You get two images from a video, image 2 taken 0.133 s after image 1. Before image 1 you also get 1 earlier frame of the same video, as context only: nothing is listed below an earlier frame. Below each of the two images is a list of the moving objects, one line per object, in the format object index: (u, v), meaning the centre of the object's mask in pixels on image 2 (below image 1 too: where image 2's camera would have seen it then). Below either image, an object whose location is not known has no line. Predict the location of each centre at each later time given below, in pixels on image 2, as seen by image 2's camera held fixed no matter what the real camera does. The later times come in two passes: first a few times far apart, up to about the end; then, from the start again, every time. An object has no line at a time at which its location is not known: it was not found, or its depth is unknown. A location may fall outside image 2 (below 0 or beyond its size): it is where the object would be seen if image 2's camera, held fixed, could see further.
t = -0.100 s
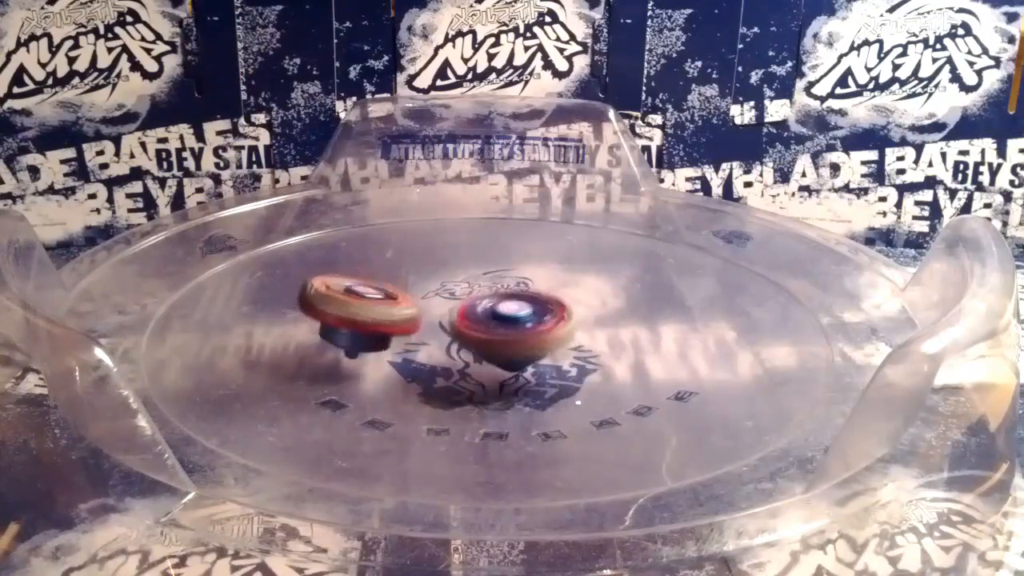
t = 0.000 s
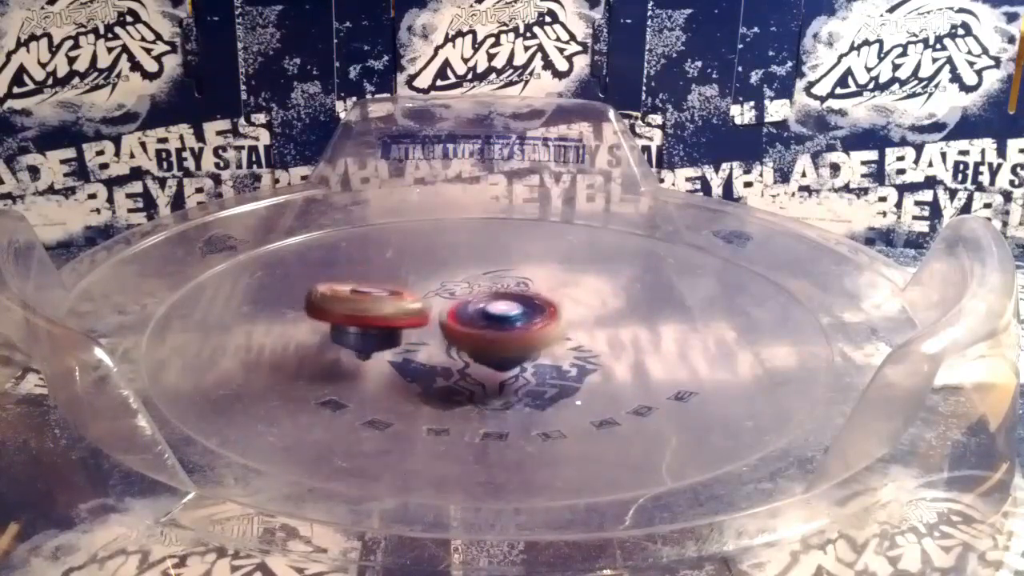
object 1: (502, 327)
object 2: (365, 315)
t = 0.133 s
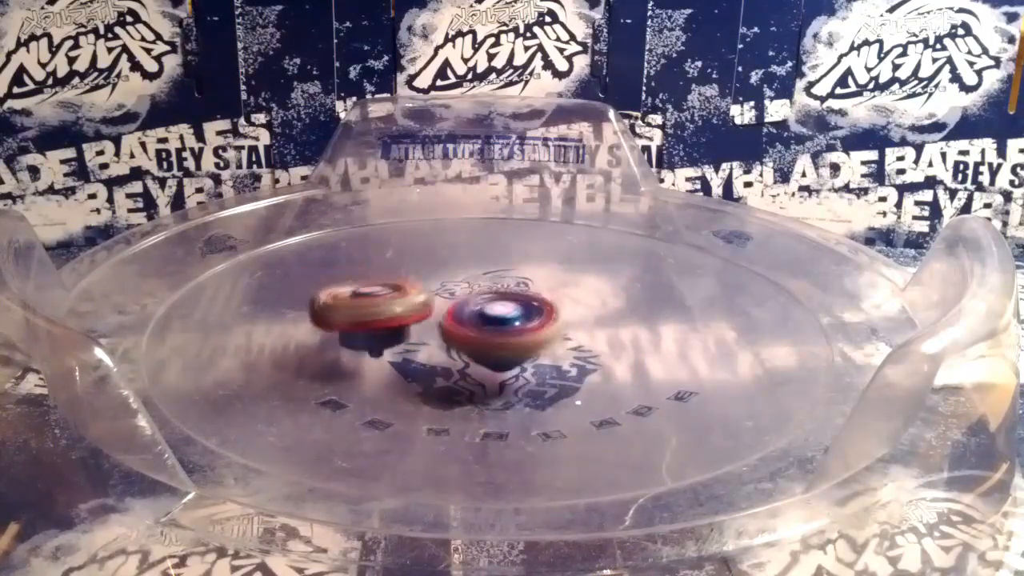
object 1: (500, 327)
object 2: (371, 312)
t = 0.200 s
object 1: (510, 328)
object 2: (371, 309)
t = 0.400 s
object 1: (517, 327)
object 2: (379, 304)
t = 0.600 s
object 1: (507, 328)
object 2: (387, 298)
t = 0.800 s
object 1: (563, 325)
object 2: (378, 293)
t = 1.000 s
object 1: (551, 315)
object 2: (387, 294)
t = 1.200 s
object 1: (502, 333)
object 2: (394, 296)
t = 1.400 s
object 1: (516, 354)
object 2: (405, 295)
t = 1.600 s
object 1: (530, 353)
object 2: (415, 289)
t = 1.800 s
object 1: (495, 338)
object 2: (417, 282)
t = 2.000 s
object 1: (477, 345)
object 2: (423, 279)
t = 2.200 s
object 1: (472, 343)
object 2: (430, 281)
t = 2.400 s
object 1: (484, 344)
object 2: (438, 279)
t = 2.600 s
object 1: (505, 338)
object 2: (449, 275)
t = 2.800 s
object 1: (514, 335)
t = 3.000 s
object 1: (524, 335)
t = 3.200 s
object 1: (507, 331)
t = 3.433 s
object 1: (471, 336)
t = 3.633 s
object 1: (459, 338)
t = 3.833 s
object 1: (465, 337)
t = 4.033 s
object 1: (480, 352)
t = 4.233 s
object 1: (506, 348)
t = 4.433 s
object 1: (501, 342)
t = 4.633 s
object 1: (510, 355)
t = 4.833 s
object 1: (504, 347)
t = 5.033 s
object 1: (461, 334)
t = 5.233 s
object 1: (426, 336)
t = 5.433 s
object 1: (451, 337)
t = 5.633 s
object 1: (461, 354)
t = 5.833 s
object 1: (505, 356)
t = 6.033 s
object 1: (483, 337)
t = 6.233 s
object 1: (444, 337)
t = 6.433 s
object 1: (440, 340)
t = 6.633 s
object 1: (466, 337)
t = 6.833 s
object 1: (459, 337)
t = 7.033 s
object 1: (443, 337)
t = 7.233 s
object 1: (455, 334)
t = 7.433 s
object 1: (451, 331)
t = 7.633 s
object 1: (439, 330)
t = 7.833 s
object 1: (443, 329)
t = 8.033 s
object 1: (440, 326)
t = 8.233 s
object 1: (441, 321)
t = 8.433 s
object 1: (439, 317)
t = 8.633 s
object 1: (443, 312)
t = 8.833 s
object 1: (434, 307)
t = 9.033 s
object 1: (458, 312)
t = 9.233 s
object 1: (467, 301)
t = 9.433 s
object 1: (471, 301)
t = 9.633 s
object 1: (476, 307)
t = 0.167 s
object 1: (505, 328)
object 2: (368, 311)
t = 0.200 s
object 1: (510, 328)
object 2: (371, 309)
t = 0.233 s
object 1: (512, 328)
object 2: (374, 309)
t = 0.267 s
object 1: (514, 328)
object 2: (374, 308)
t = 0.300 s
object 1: (516, 328)
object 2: (376, 307)
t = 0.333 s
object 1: (517, 327)
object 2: (377, 306)
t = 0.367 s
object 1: (518, 327)
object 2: (378, 305)
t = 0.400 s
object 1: (517, 327)
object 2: (379, 304)
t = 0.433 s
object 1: (516, 327)
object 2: (381, 303)
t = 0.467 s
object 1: (514, 327)
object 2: (382, 302)
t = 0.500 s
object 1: (513, 327)
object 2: (383, 301)
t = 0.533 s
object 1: (511, 327)
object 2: (385, 300)
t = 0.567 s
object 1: (509, 328)
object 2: (386, 299)
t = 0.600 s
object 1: (507, 328)
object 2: (387, 298)
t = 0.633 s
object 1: (504, 329)
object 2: (387, 297)
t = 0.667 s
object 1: (511, 329)
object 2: (380, 295)
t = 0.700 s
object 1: (528, 331)
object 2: (373, 293)
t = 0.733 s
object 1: (541, 330)
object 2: (373, 293)
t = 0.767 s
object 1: (552, 328)
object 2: (376, 293)
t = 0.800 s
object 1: (563, 325)
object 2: (378, 293)
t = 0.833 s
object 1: (569, 323)
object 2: (380, 293)
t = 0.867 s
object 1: (570, 320)
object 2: (381, 293)
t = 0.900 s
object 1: (569, 318)
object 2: (382, 293)
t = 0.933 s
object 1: (564, 316)
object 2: (383, 293)
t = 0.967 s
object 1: (558, 314)
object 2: (385, 293)
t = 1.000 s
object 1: (551, 315)
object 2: (387, 294)
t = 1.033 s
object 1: (539, 314)
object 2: (388, 295)
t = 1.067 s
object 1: (529, 315)
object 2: (390, 295)
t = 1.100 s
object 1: (517, 319)
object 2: (391, 296)
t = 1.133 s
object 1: (507, 324)
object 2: (391, 296)
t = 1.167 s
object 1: (505, 328)
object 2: (390, 295)
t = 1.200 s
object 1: (502, 333)
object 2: (394, 296)
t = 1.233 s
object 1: (501, 337)
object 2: (397, 296)
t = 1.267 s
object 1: (501, 341)
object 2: (398, 295)
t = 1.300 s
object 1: (501, 346)
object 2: (400, 296)
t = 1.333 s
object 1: (504, 348)
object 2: (402, 296)
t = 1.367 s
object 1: (510, 352)
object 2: (403, 295)
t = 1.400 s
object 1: (516, 354)
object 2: (405, 295)
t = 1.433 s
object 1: (522, 355)
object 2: (407, 294)
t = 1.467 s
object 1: (526, 357)
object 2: (409, 293)
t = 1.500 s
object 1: (528, 356)
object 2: (410, 292)
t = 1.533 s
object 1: (530, 355)
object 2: (412, 291)
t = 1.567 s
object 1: (531, 354)
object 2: (413, 290)
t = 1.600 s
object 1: (530, 353)
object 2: (415, 289)
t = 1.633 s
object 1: (528, 351)
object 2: (416, 289)
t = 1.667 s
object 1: (521, 344)
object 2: (418, 288)
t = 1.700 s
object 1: (515, 341)
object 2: (419, 288)
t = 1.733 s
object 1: (507, 338)
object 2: (419, 287)
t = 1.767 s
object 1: (500, 337)
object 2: (419, 286)
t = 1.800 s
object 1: (495, 338)
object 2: (417, 282)
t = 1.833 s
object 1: (490, 339)
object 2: (415, 281)
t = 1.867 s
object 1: (486, 341)
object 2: (415, 281)
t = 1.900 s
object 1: (484, 342)
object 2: (417, 280)
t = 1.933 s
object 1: (481, 343)
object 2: (419, 279)
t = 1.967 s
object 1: (478, 343)
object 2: (420, 278)
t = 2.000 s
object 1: (477, 345)
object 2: (423, 279)
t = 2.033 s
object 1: (474, 344)
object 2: (424, 278)
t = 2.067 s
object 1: (474, 345)
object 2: (425, 279)
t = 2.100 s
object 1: (473, 344)
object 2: (426, 279)
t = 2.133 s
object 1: (472, 344)
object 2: (428, 280)
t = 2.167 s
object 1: (472, 344)
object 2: (429, 280)
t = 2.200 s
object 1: (472, 343)
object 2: (430, 281)
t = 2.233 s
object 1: (471, 342)
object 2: (432, 281)
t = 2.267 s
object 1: (472, 342)
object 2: (433, 282)
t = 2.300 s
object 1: (472, 340)
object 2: (435, 282)
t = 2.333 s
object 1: (474, 342)
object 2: (439, 280)
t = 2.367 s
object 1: (479, 344)
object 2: (438, 279)
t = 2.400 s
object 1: (484, 344)
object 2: (438, 279)
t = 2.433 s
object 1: (488, 345)
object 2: (440, 279)
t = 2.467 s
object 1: (492, 344)
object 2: (443, 278)
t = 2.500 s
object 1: (496, 344)
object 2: (444, 278)
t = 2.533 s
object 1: (499, 341)
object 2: (446, 277)
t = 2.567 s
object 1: (503, 340)
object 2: (448, 276)
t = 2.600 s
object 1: (505, 338)
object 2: (449, 275)
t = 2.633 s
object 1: (505, 335)
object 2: (451, 274)
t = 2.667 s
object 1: (506, 333)
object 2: (453, 273)
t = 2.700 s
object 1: (505, 330)
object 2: (454, 271)
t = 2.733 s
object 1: (507, 332)
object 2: (451, 269)
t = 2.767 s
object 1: (512, 334)
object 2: (448, 268)
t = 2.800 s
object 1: (514, 335)
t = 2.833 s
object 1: (519, 336)
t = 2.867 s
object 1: (521, 336)
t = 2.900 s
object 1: (523, 336)
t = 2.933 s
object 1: (525, 336)
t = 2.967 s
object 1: (525, 336)
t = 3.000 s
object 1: (524, 335)
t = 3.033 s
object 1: (524, 335)
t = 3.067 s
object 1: (521, 334)
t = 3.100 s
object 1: (520, 333)
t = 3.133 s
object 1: (517, 333)
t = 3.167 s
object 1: (511, 332)
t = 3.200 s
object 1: (507, 331)
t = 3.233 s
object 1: (503, 331)
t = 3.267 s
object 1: (498, 331)
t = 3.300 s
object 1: (494, 333)
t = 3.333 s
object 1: (488, 334)
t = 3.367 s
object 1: (483, 334)
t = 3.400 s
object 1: (476, 334)
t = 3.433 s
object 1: (471, 336)
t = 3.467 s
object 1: (467, 336)
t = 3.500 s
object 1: (464, 338)
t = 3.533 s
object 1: (462, 338)
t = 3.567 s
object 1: (460, 338)
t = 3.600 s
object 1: (459, 338)
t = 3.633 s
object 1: (459, 338)
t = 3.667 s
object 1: (459, 339)
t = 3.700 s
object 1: (460, 339)
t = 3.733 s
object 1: (460, 339)
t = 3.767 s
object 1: (461, 339)
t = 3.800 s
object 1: (464, 338)
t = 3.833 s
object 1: (465, 337)
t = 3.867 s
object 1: (468, 336)
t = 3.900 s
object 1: (469, 338)
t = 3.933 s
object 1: (469, 341)
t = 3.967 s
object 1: (474, 346)
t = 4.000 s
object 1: (475, 348)
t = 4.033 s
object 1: (480, 352)
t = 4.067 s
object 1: (484, 352)
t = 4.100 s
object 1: (490, 354)
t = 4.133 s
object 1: (495, 353)
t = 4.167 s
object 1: (500, 352)
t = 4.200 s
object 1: (503, 350)
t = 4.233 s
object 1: (506, 348)
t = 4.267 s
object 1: (507, 344)
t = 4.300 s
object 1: (507, 341)
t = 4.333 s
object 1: (504, 337)
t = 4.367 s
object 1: (502, 335)
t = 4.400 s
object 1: (501, 339)
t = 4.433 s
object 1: (501, 342)
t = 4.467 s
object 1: (503, 346)
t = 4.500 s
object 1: (503, 350)
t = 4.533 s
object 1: (506, 353)
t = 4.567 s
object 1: (507, 354)
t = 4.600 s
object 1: (509, 356)
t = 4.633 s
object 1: (510, 355)
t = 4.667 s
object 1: (510, 356)
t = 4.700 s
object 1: (512, 355)
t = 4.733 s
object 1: (511, 354)
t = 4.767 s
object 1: (510, 353)
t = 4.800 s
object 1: (508, 351)
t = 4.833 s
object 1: (504, 347)
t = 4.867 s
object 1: (500, 344)
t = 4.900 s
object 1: (495, 342)
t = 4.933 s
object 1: (489, 340)
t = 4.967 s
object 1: (482, 338)
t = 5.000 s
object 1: (473, 335)
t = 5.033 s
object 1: (461, 334)
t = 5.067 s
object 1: (450, 331)
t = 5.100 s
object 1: (441, 332)
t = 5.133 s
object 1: (433, 331)
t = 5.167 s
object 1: (430, 332)
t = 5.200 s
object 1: (427, 332)
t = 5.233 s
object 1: (426, 336)
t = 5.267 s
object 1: (426, 334)
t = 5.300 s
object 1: (429, 339)
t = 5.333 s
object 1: (432, 339)
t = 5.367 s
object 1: (437, 340)
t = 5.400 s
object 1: (443, 341)
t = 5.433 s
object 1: (451, 337)
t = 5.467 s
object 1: (458, 337)
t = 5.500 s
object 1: (466, 336)
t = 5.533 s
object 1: (465, 339)
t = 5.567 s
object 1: (459, 346)
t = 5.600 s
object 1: (458, 350)
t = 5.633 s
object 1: (461, 354)
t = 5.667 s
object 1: (466, 359)
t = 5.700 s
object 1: (474, 361)
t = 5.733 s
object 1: (483, 362)
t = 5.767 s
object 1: (491, 362)
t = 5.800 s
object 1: (500, 361)
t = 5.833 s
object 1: (505, 356)
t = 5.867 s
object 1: (509, 352)
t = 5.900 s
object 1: (507, 346)
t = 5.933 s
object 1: (505, 343)
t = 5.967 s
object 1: (497, 339)
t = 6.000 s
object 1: (491, 338)
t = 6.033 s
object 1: (483, 337)
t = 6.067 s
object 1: (477, 336)
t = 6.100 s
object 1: (469, 336)
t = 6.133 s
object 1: (462, 336)
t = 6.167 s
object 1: (455, 335)
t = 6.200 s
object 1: (449, 336)
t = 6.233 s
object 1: (444, 337)
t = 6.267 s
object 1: (441, 337)
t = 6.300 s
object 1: (439, 337)
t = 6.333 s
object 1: (437, 338)
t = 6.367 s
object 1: (437, 338)
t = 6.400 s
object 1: (437, 339)
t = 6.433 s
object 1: (440, 340)
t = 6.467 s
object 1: (441, 339)
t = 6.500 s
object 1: (445, 340)
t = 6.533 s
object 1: (450, 338)
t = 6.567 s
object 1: (455, 338)
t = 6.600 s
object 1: (461, 338)
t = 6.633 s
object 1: (466, 337)
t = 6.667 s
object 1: (461, 337)
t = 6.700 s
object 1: (460, 337)
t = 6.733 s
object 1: (459, 338)
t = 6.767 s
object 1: (458, 337)
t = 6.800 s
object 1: (458, 337)
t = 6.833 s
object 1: (459, 337)
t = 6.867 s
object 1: (460, 336)
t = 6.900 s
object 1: (452, 336)
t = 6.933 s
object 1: (446, 338)
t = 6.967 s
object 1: (445, 339)
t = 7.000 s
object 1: (443, 337)
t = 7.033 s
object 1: (443, 337)
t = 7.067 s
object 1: (443, 337)
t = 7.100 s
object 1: (444, 336)
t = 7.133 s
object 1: (448, 337)
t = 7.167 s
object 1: (449, 335)
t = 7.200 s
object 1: (452, 335)
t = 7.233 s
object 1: (455, 334)
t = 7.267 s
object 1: (459, 333)
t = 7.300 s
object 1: (464, 332)
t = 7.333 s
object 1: (464, 332)
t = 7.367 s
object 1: (459, 332)
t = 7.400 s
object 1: (455, 331)
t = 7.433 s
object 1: (451, 331)
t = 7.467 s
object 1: (448, 330)
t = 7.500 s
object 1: (445, 330)
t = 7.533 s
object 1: (443, 330)
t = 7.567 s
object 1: (445, 330)
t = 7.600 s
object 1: (441, 330)
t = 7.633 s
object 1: (439, 330)
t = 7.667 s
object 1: (438, 330)
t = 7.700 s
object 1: (437, 330)
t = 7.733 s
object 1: (437, 330)
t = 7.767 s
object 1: (438, 330)
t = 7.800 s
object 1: (440, 330)
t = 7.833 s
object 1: (443, 329)
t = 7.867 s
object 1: (445, 329)
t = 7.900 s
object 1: (444, 329)
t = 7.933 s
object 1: (442, 327)
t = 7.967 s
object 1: (441, 327)
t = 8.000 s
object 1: (441, 327)
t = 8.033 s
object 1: (440, 326)
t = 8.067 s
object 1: (443, 325)
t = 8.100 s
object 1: (446, 325)
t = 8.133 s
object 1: (447, 324)
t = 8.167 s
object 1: (452, 325)
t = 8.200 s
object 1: (447, 322)
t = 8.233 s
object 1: (441, 321)
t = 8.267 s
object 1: (440, 320)
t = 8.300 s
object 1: (438, 319)
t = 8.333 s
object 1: (438, 318)
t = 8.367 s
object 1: (438, 318)
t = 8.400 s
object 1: (439, 318)
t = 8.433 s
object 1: (439, 317)
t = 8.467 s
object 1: (439, 317)
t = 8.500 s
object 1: (441, 317)
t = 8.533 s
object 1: (442, 316)
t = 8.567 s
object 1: (444, 316)
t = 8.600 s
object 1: (444, 315)
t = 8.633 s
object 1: (443, 312)
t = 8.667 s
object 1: (439, 310)
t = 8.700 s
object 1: (436, 309)
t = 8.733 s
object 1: (433, 308)
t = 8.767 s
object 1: (433, 308)
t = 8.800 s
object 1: (432, 307)
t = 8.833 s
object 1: (434, 307)
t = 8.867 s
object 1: (438, 309)
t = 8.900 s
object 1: (441, 309)
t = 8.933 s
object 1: (447, 311)
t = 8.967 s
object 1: (453, 313)
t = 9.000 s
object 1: (458, 312)
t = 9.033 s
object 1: (458, 312)
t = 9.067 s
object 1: (458, 308)
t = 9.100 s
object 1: (459, 307)
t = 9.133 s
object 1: (460, 305)
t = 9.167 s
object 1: (461, 303)
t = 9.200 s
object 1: (464, 303)
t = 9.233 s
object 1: (467, 301)
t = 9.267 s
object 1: (470, 300)
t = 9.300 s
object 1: (472, 298)
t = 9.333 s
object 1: (474, 298)
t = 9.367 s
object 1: (475, 300)
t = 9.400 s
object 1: (473, 300)
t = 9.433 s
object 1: (471, 301)
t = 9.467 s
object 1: (471, 304)
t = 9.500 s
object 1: (470, 305)
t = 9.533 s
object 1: (469, 307)
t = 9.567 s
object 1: (470, 311)
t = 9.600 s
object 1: (471, 310)
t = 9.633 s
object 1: (476, 307)
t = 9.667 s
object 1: (482, 305)
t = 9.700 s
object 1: (487, 307)
